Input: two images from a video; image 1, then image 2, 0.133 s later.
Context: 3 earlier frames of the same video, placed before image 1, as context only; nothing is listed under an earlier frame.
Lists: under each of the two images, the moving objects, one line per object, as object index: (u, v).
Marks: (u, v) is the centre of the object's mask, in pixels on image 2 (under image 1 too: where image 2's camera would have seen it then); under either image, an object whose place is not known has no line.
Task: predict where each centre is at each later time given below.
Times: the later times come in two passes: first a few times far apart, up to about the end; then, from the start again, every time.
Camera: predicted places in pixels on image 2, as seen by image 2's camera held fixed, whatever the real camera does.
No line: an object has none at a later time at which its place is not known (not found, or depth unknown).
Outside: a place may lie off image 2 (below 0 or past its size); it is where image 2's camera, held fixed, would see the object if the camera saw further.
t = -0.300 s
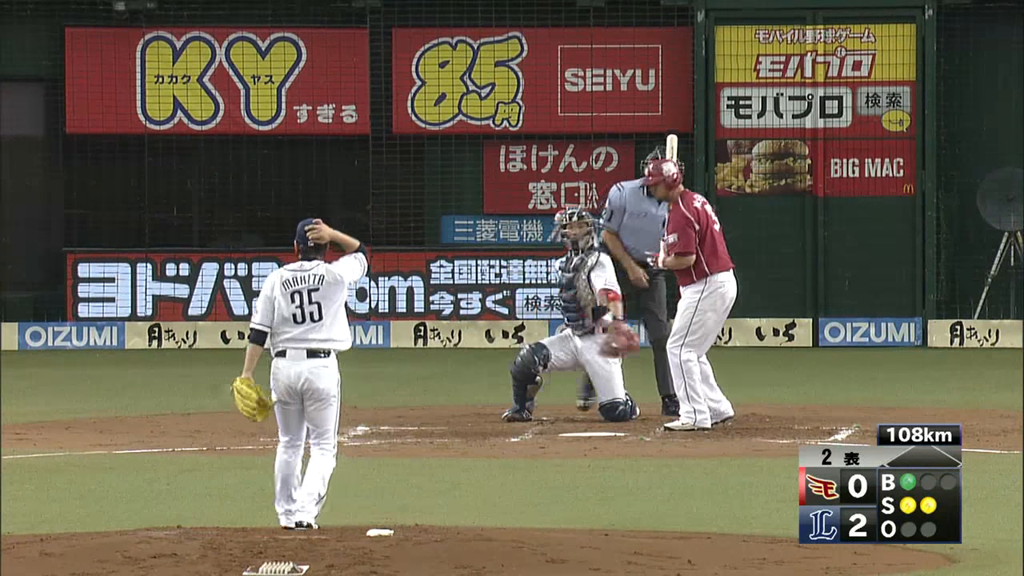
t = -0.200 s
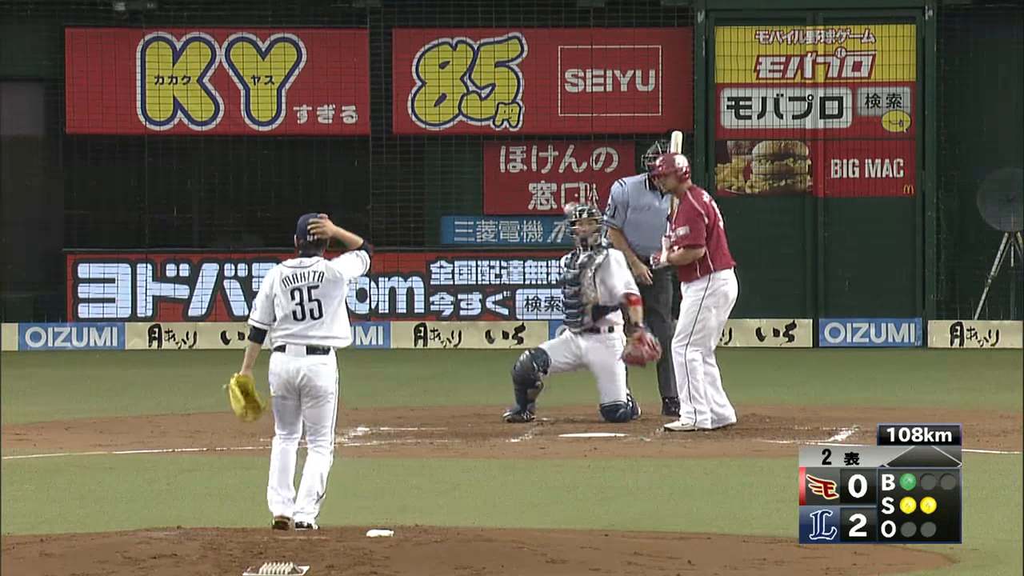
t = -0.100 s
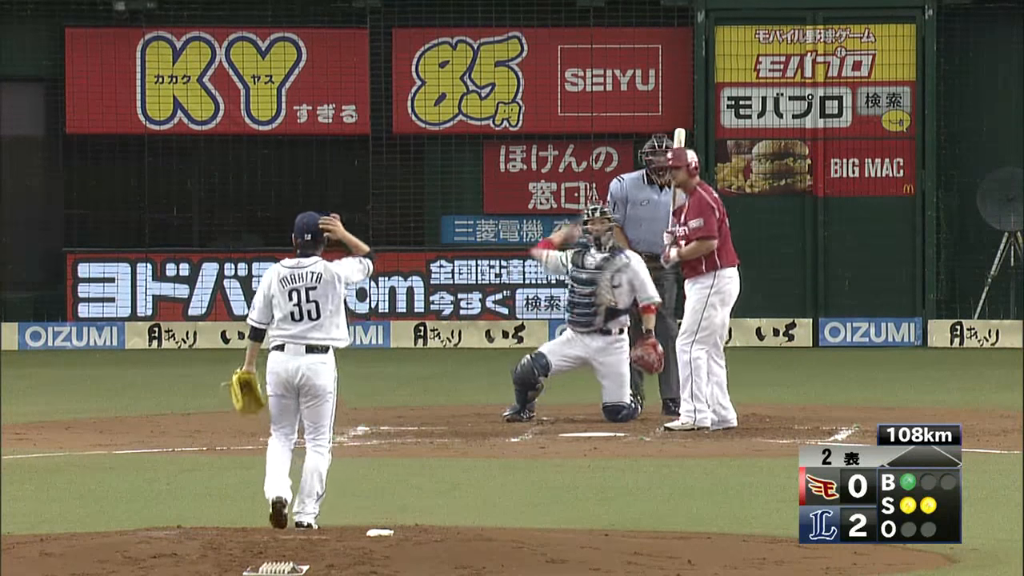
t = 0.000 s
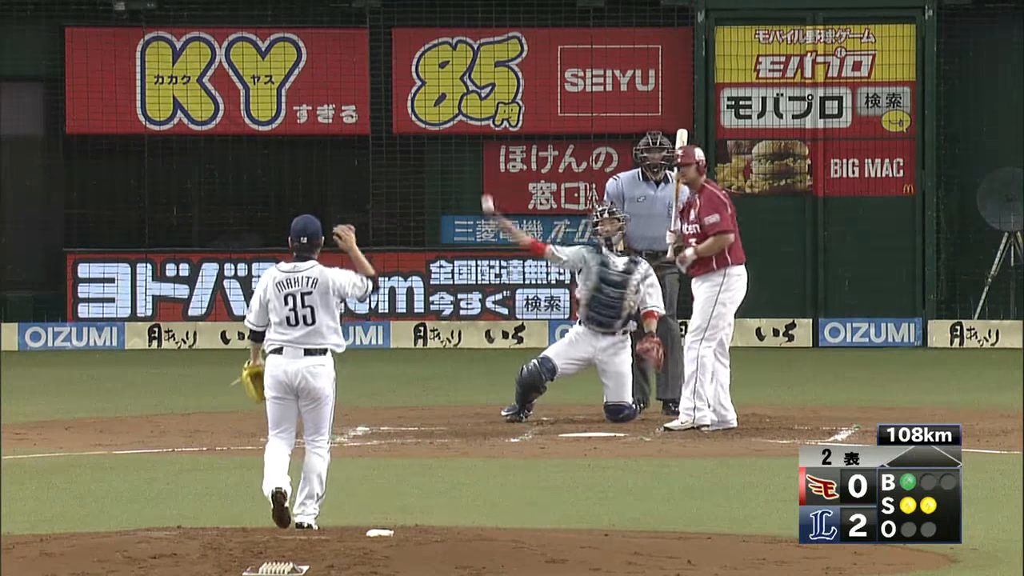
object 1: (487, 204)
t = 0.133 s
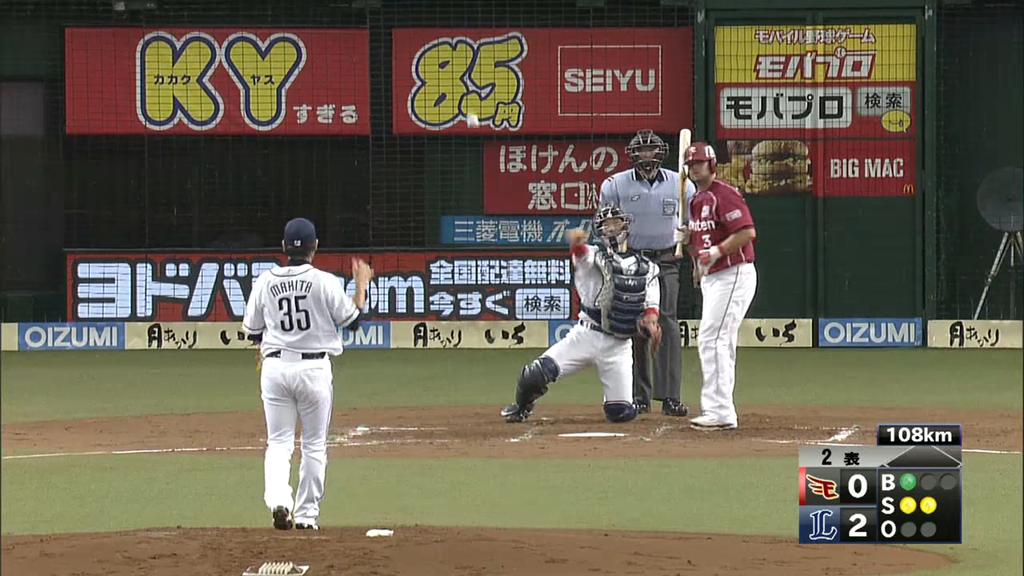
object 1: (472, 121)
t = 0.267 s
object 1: (455, 61)
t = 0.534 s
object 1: (413, 26)
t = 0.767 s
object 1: (369, 86)
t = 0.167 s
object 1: (468, 102)
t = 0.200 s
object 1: (464, 87)
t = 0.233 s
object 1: (460, 73)
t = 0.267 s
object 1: (455, 61)
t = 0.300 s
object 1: (450, 51)
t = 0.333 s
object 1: (445, 43)
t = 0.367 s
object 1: (440, 35)
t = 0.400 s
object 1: (435, 30)
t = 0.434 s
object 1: (430, 27)
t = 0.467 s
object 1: (424, 25)
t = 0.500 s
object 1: (419, 24)
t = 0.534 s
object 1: (413, 26)
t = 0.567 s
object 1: (407, 29)
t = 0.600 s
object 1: (401, 34)
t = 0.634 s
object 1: (395, 41)
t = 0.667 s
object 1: (388, 50)
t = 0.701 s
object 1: (382, 60)
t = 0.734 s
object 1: (375, 73)
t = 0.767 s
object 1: (369, 86)
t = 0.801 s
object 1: (362, 103)
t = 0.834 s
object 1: (355, 120)
